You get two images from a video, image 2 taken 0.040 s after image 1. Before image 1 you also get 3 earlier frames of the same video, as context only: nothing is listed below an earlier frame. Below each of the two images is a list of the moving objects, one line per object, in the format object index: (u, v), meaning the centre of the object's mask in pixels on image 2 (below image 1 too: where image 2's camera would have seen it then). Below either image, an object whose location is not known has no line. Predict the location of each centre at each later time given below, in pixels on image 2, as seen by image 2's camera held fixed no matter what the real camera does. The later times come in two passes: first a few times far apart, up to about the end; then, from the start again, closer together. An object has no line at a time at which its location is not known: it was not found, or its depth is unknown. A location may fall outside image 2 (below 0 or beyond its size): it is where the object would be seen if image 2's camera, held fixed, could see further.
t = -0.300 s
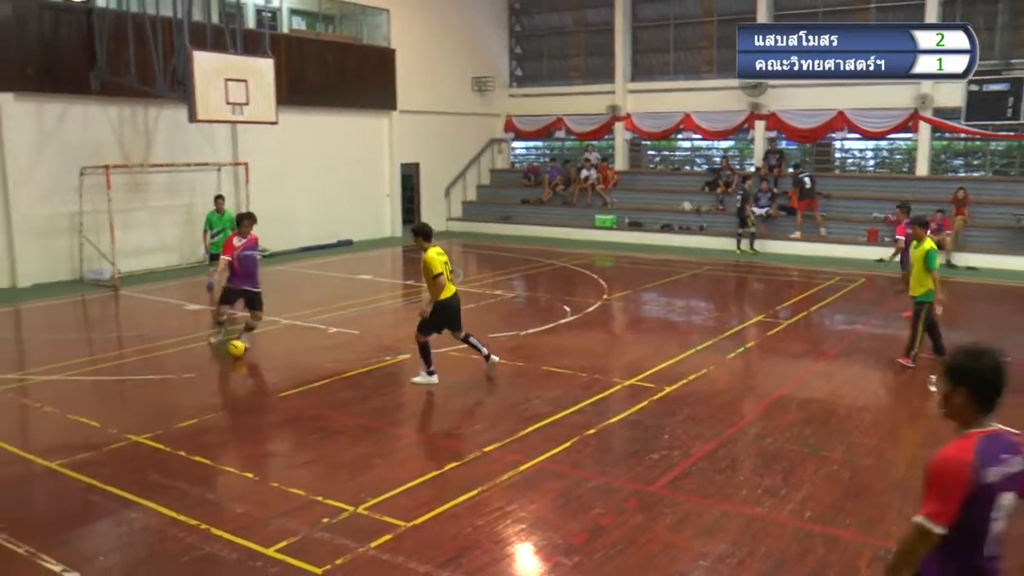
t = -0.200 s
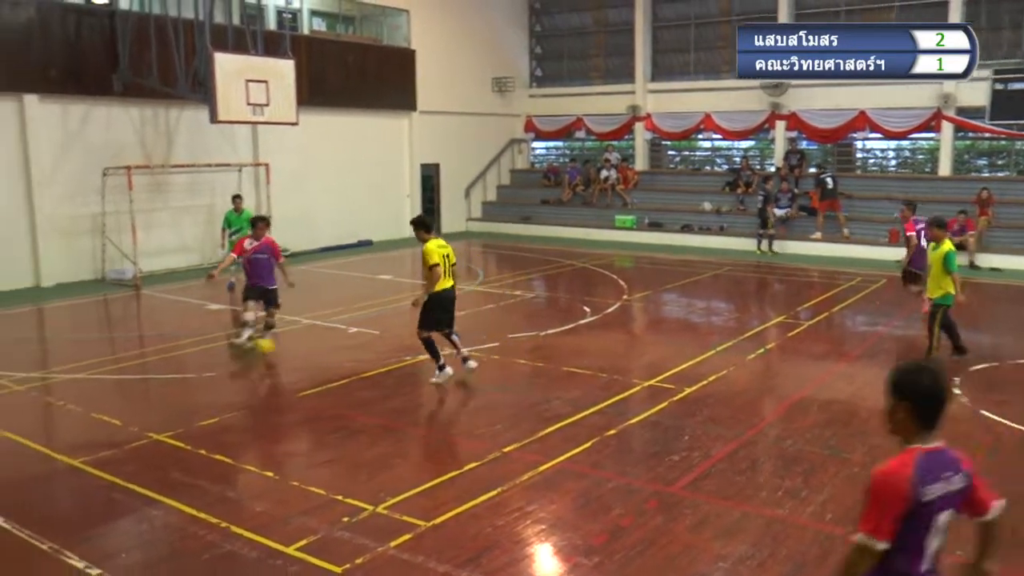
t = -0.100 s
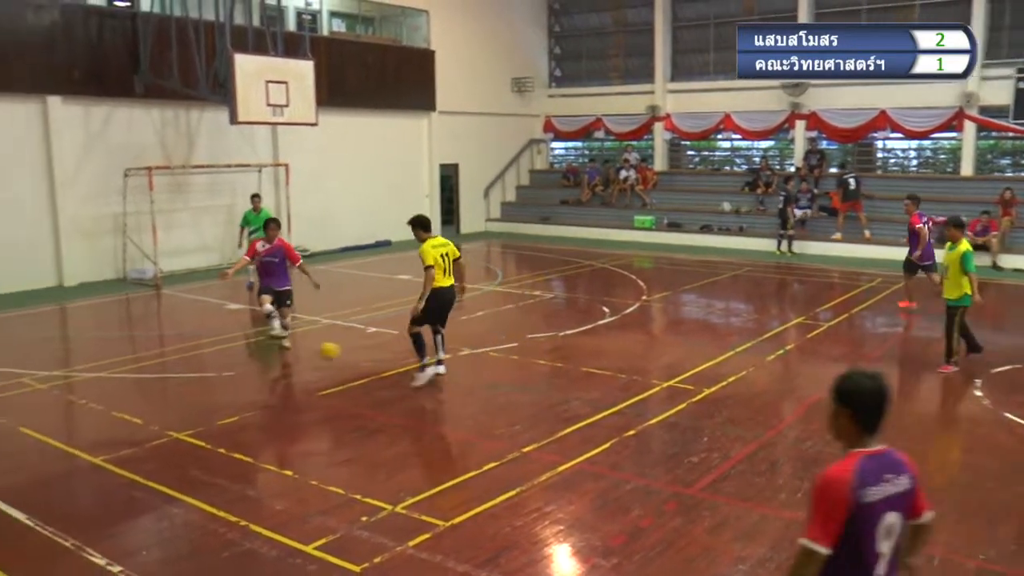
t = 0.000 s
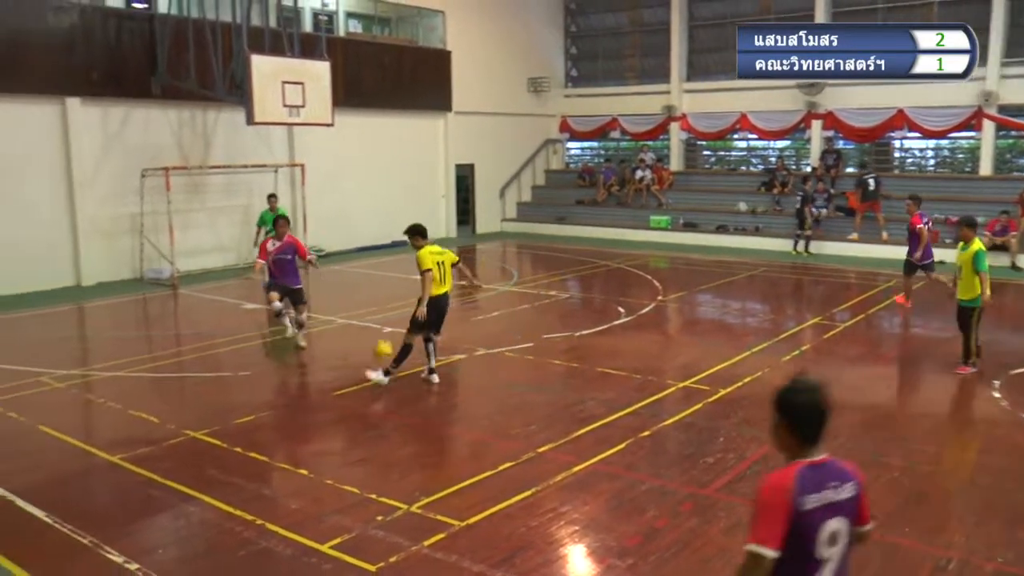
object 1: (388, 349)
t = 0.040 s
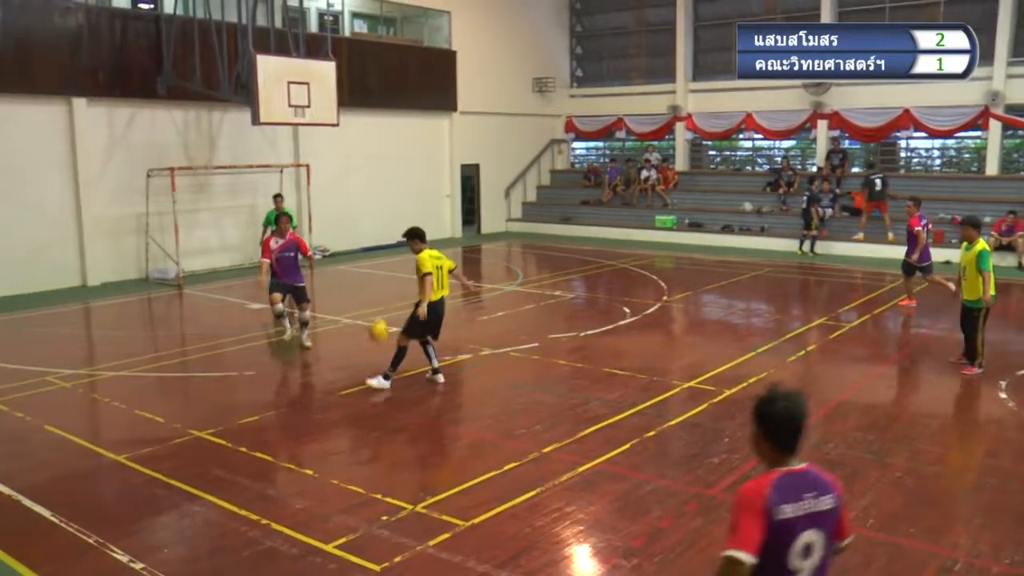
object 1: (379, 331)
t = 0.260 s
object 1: (323, 233)
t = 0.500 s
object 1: (258, 173)
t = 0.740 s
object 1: (185, 180)
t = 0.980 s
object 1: (102, 274)
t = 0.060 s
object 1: (373, 320)
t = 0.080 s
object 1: (368, 309)
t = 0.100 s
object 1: (364, 299)
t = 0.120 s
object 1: (359, 292)
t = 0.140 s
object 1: (354, 282)
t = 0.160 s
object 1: (349, 273)
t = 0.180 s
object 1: (344, 263)
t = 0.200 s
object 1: (339, 256)
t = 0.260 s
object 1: (323, 233)
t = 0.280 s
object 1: (319, 226)
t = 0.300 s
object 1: (313, 219)
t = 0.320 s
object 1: (308, 215)
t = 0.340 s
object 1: (303, 208)
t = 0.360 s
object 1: (297, 202)
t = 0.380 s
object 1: (291, 197)
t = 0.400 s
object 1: (286, 191)
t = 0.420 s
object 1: (280, 187)
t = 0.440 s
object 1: (275, 183)
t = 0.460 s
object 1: (268, 180)
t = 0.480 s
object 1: (262, 176)
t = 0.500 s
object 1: (258, 173)
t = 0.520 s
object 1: (252, 172)
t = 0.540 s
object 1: (246, 170)
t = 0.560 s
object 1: (239, 168)
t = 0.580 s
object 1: (233, 167)
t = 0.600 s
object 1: (228, 166)
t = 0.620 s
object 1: (222, 167)
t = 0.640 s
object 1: (216, 168)
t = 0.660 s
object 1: (209, 169)
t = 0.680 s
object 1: (203, 170)
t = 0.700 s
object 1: (197, 173)
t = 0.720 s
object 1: (190, 176)
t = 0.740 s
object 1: (185, 180)
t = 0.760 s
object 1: (176, 183)
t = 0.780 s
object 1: (171, 187)
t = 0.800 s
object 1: (164, 194)
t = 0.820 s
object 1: (158, 199)
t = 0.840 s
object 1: (150, 207)
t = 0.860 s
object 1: (144, 214)
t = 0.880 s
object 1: (137, 222)
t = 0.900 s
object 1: (131, 232)
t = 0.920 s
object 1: (124, 242)
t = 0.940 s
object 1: (116, 253)
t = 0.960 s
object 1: (109, 263)
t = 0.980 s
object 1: (102, 274)
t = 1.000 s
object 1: (97, 288)
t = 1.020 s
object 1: (89, 302)
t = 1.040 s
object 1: (81, 317)
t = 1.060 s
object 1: (73, 331)
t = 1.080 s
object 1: (66, 345)
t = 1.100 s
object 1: (58, 364)
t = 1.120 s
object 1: (50, 382)
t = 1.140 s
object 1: (41, 400)
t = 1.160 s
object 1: (35, 419)
